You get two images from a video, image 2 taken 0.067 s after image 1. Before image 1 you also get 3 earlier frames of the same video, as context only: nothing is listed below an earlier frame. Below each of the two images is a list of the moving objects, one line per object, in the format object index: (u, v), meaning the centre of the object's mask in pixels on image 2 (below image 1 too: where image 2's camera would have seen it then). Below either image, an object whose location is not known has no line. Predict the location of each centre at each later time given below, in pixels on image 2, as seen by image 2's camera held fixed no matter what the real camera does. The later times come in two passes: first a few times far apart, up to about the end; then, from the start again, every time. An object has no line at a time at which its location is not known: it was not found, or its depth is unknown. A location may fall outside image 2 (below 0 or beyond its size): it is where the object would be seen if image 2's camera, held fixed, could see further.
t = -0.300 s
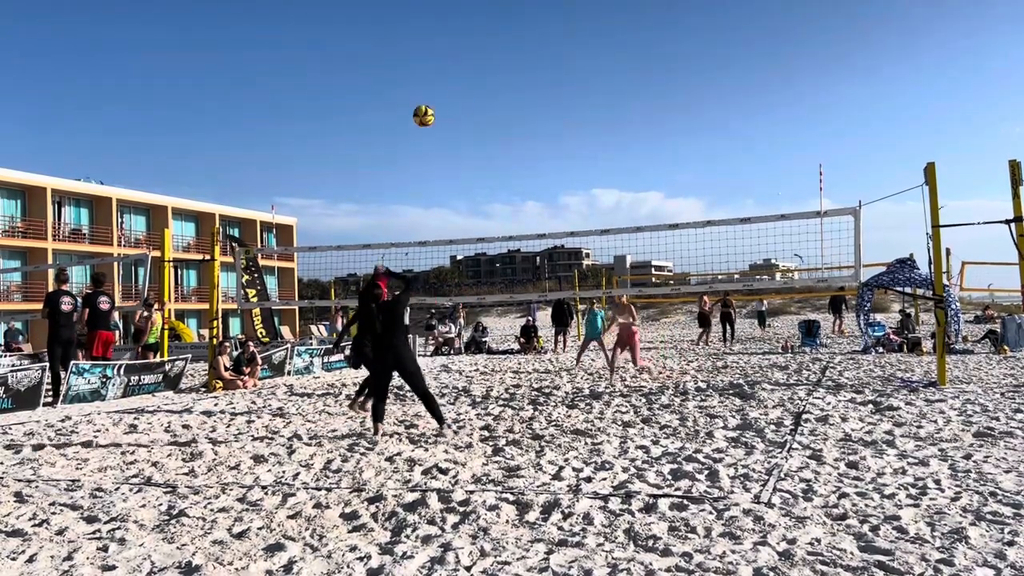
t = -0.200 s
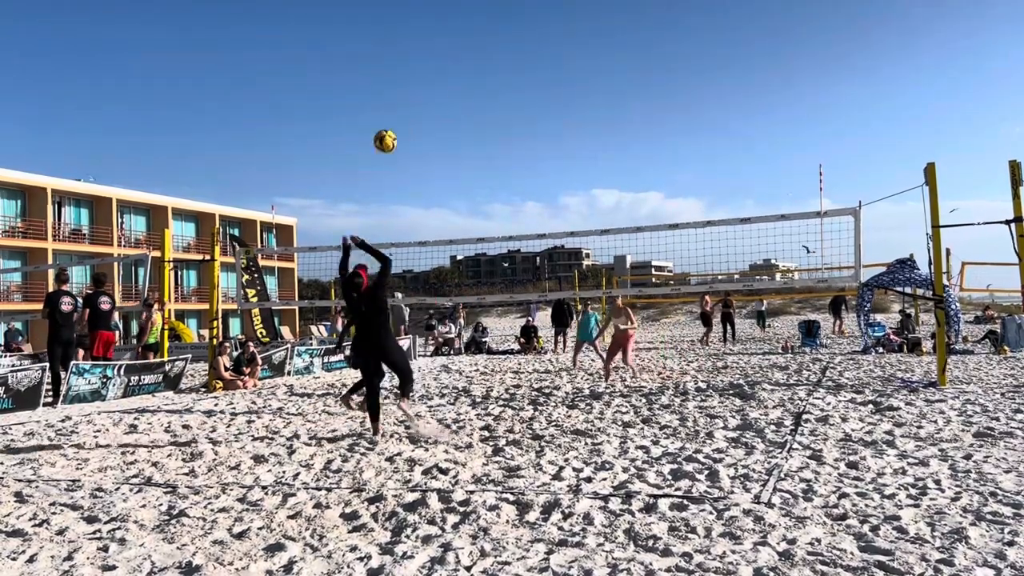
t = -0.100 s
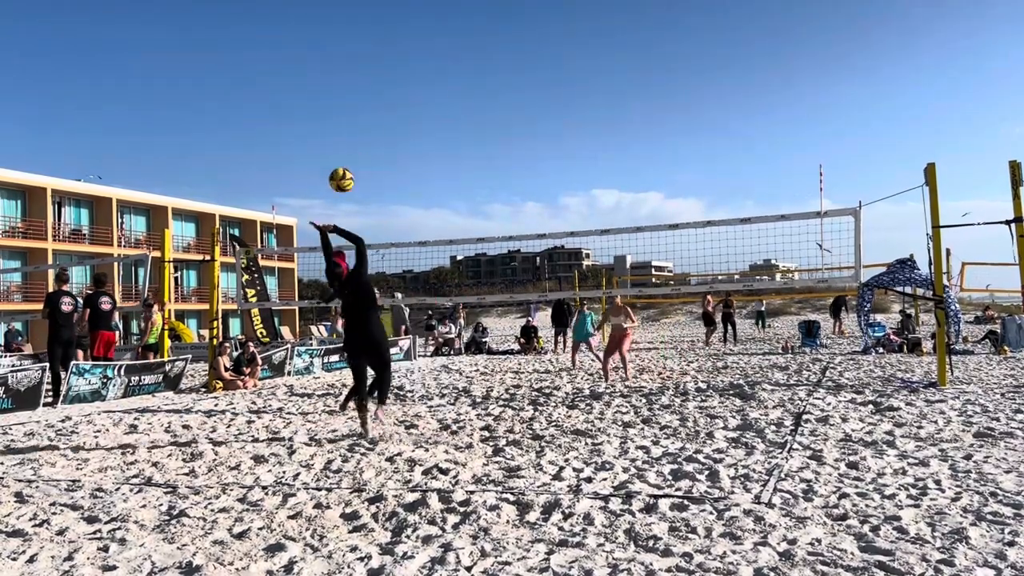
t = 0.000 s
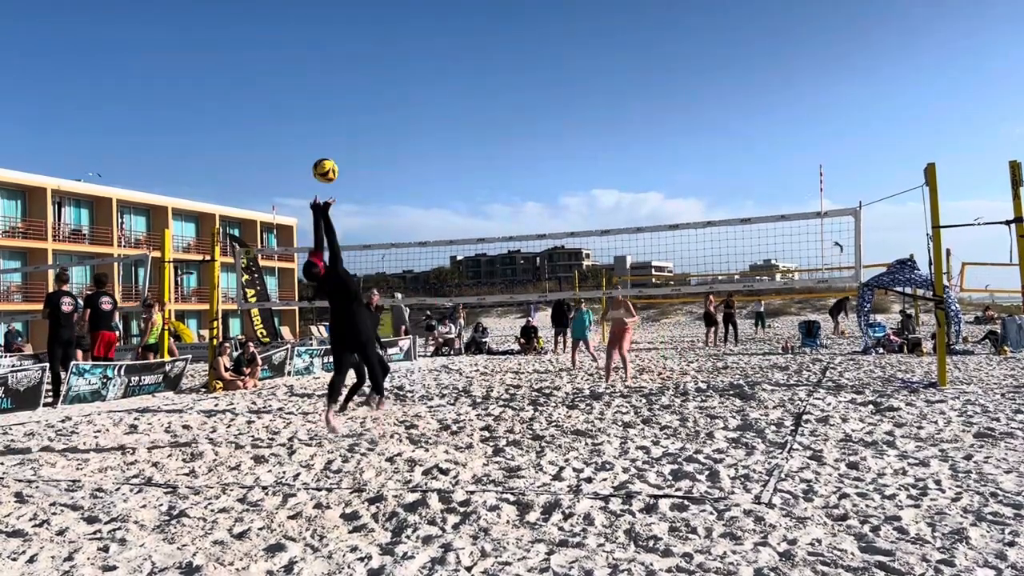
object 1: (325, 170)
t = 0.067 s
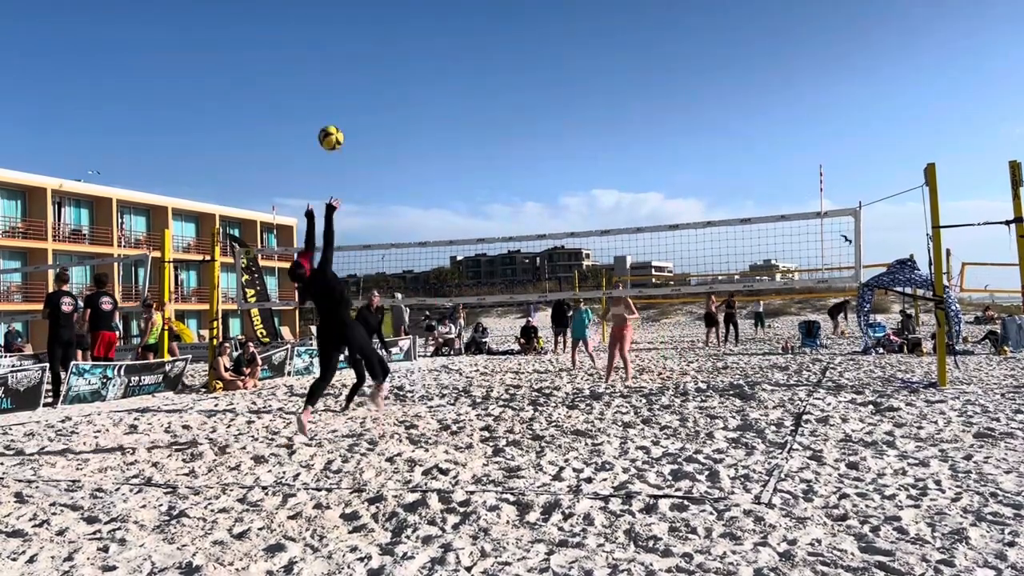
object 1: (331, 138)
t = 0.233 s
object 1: (343, 80)
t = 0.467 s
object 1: (359, 51)
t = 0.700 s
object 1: (374, 75)
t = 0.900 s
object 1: (385, 135)
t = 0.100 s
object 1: (333, 124)
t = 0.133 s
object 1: (336, 111)
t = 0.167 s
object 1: (338, 99)
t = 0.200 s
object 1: (341, 89)
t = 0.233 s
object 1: (343, 80)
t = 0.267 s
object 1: (345, 72)
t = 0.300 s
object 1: (347, 65)
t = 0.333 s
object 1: (350, 60)
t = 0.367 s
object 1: (352, 57)
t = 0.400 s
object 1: (354, 53)
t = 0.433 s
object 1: (356, 52)
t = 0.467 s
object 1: (359, 51)
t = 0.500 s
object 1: (361, 52)
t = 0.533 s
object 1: (363, 53)
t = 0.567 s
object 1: (365, 56)
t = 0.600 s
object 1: (367, 59)
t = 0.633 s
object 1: (369, 64)
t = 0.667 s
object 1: (371, 69)
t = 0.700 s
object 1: (374, 75)
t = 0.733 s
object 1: (375, 83)
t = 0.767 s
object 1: (378, 92)
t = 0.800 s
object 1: (379, 101)
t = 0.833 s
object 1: (381, 112)
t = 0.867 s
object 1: (383, 123)
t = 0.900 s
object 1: (385, 135)
